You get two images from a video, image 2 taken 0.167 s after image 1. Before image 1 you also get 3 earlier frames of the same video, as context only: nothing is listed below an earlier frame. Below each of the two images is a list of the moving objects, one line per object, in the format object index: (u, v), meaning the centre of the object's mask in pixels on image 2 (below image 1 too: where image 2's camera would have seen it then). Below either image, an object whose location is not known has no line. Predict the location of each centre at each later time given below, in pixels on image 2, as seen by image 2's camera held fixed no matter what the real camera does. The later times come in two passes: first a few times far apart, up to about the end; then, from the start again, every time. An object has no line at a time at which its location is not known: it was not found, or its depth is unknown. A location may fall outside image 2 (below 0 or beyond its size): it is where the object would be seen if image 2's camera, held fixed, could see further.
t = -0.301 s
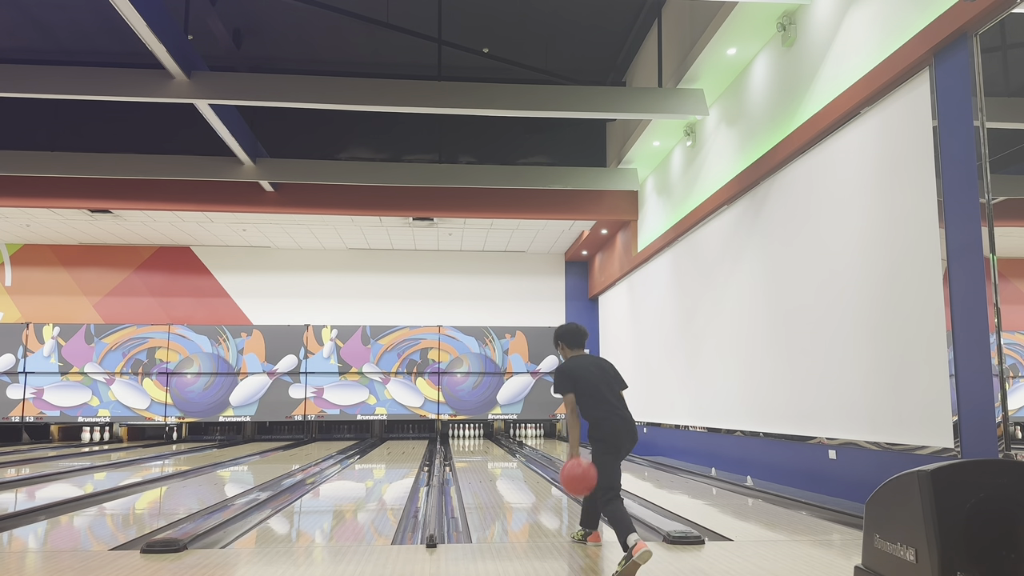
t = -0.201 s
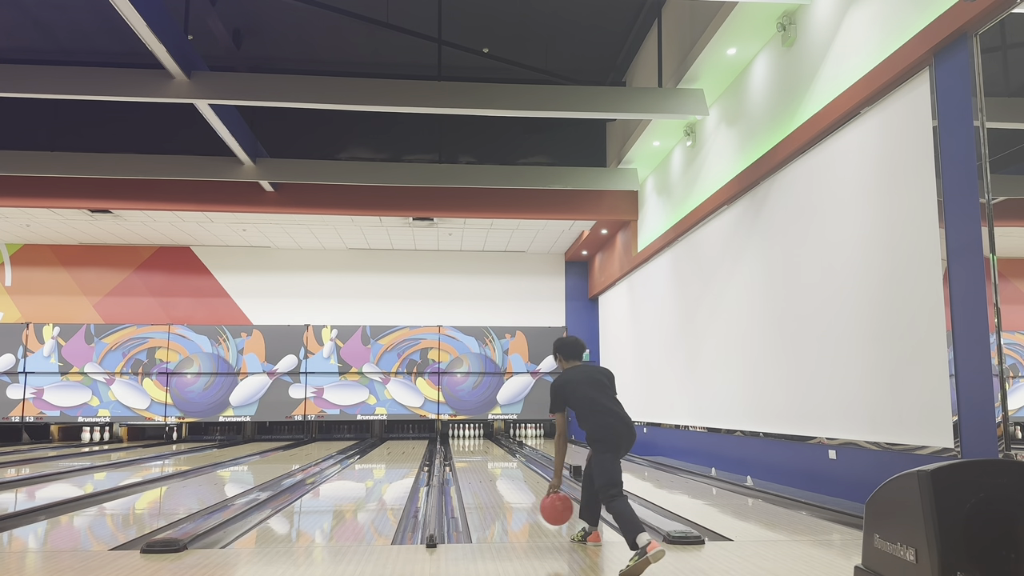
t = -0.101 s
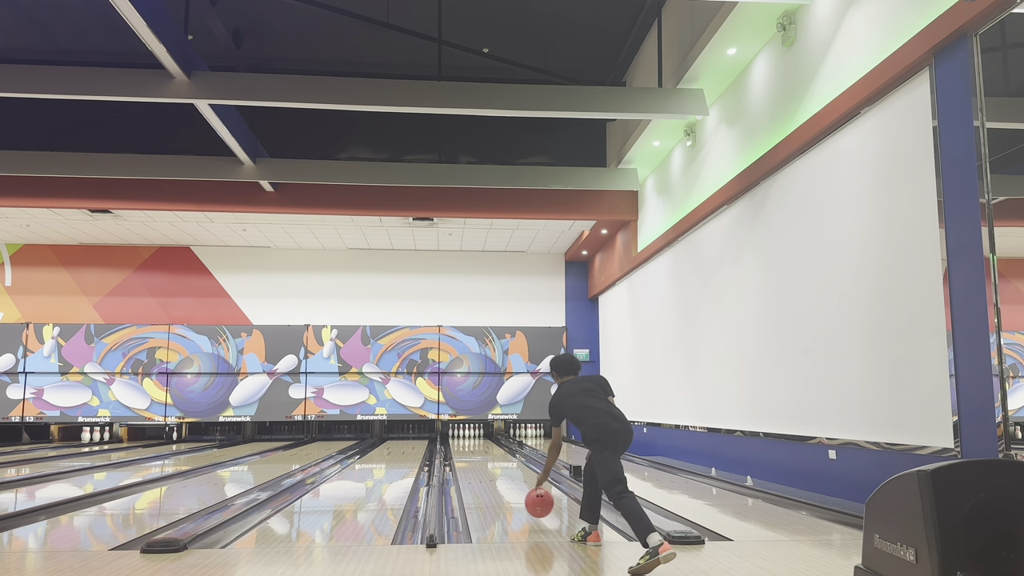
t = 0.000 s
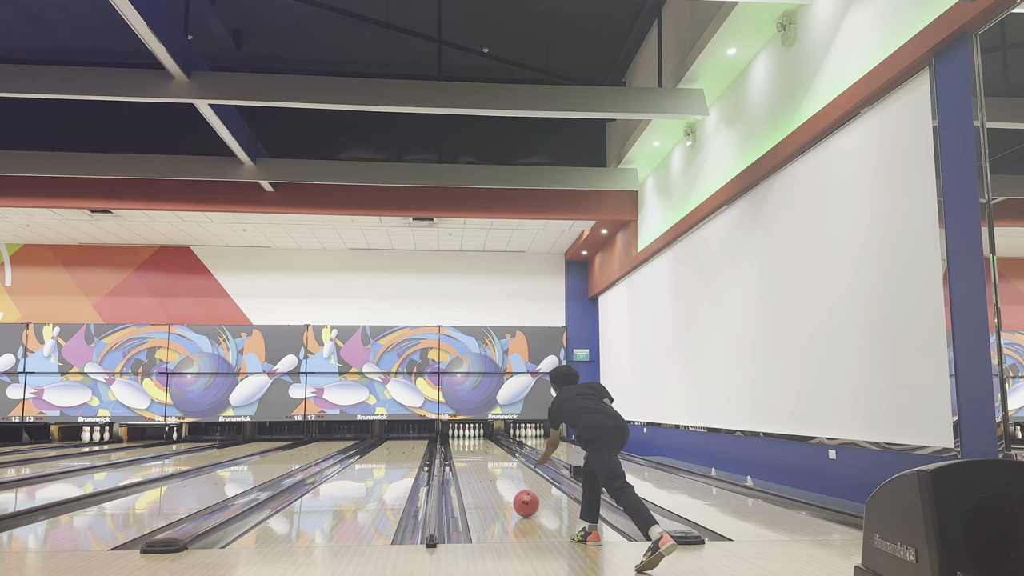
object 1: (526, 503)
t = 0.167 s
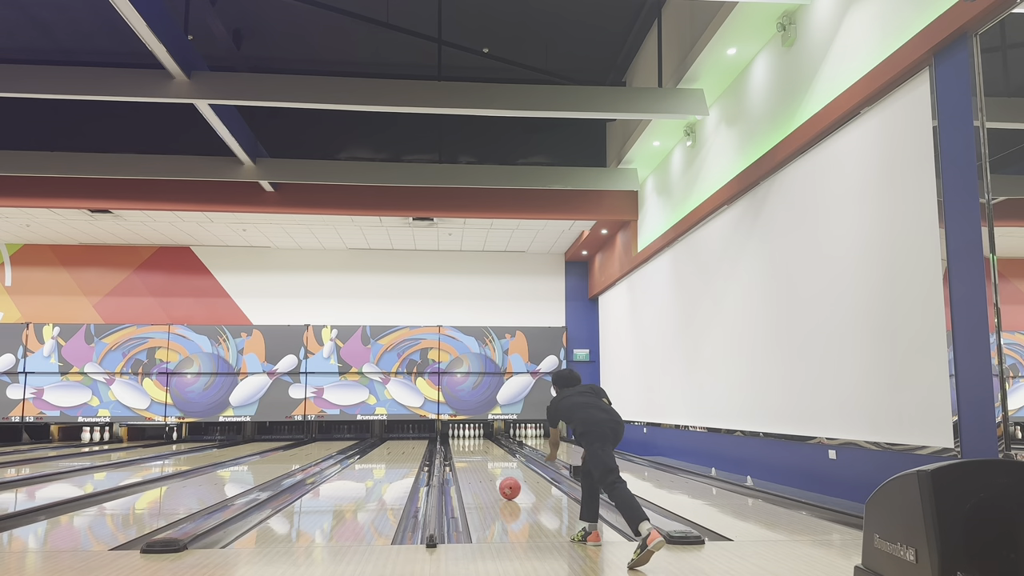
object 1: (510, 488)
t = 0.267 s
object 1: (502, 481)
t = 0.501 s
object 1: (489, 469)
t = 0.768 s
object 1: (478, 459)
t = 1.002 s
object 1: (471, 453)
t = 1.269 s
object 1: (465, 447)
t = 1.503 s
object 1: (461, 443)
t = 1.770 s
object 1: (457, 440)
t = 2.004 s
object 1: (455, 437)
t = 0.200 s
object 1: (507, 486)
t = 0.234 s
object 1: (504, 483)
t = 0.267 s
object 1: (502, 481)
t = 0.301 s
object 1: (500, 479)
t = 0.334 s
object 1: (498, 477)
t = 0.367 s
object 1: (496, 475)
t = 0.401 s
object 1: (494, 473)
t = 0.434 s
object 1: (492, 472)
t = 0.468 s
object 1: (491, 470)
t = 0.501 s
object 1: (489, 469)
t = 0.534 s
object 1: (487, 467)
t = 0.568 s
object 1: (486, 466)
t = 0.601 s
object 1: (484, 465)
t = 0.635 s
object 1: (483, 464)
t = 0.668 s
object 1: (482, 462)
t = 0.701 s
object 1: (480, 461)
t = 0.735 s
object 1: (479, 460)
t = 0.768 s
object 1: (478, 459)
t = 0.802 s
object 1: (477, 458)
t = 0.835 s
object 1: (476, 457)
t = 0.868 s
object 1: (475, 456)
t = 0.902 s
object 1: (474, 455)
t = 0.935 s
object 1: (473, 455)
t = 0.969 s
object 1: (472, 454)
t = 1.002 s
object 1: (471, 453)
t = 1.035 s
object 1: (470, 452)
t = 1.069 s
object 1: (469, 451)
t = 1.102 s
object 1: (469, 450)
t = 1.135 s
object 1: (468, 450)
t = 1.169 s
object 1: (467, 449)
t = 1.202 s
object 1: (466, 449)
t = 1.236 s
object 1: (466, 448)
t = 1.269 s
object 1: (465, 447)
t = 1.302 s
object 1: (465, 446)
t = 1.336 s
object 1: (464, 446)
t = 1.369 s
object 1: (463, 445)
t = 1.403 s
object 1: (463, 445)
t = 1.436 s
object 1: (462, 444)
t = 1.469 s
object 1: (461, 444)
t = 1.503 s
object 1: (461, 443)
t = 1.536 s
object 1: (460, 443)
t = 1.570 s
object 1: (460, 442)
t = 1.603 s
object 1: (459, 442)
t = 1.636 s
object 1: (459, 442)
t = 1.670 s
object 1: (458, 441)
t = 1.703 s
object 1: (458, 441)
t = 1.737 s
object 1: (458, 440)
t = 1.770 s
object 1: (457, 440)
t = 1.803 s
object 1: (457, 439)
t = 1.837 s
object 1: (456, 439)
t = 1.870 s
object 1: (456, 438)
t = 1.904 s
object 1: (455, 438)
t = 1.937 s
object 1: (455, 438)
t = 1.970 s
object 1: (455, 437)
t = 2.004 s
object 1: (455, 437)
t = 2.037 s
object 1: (454, 437)
